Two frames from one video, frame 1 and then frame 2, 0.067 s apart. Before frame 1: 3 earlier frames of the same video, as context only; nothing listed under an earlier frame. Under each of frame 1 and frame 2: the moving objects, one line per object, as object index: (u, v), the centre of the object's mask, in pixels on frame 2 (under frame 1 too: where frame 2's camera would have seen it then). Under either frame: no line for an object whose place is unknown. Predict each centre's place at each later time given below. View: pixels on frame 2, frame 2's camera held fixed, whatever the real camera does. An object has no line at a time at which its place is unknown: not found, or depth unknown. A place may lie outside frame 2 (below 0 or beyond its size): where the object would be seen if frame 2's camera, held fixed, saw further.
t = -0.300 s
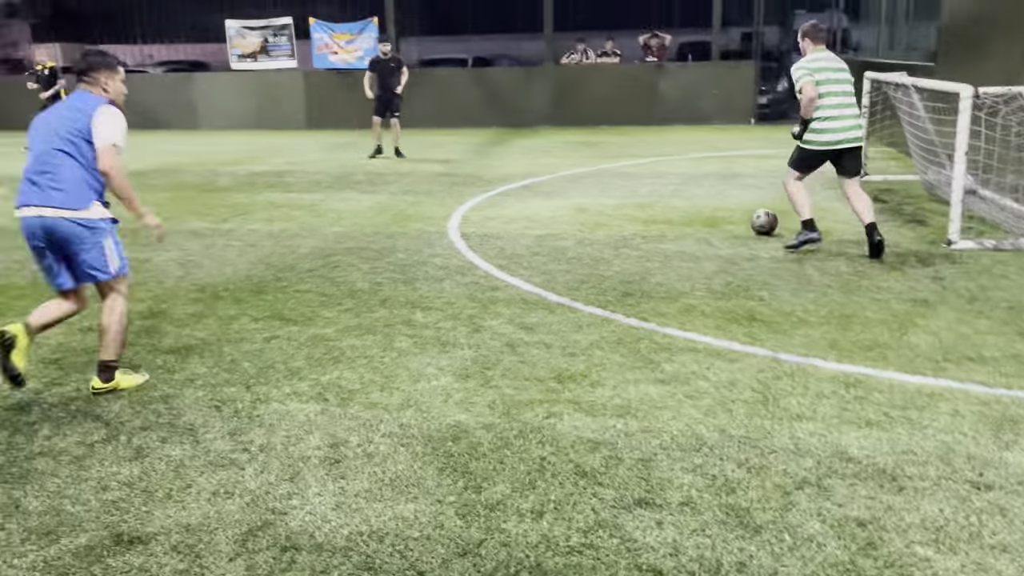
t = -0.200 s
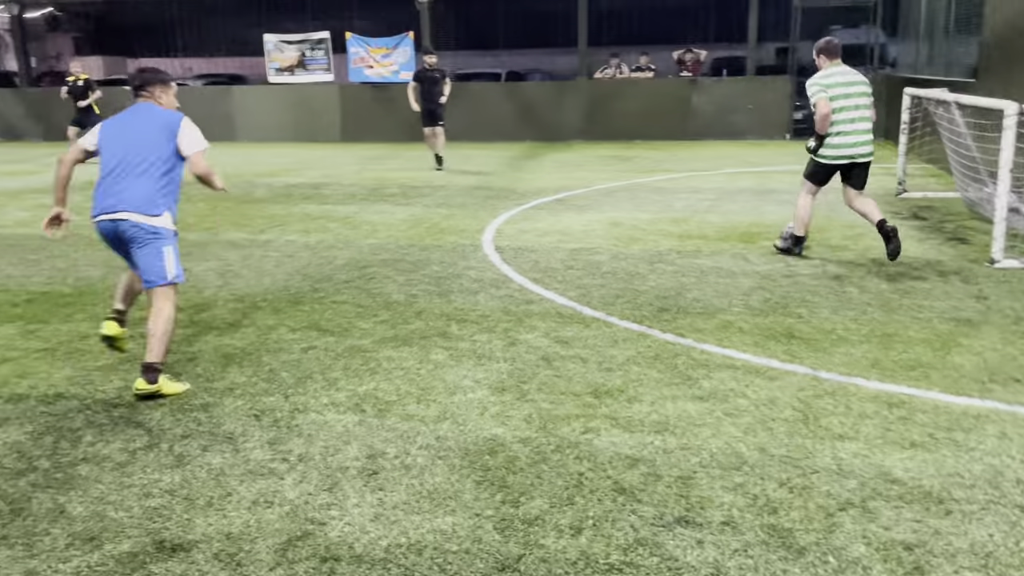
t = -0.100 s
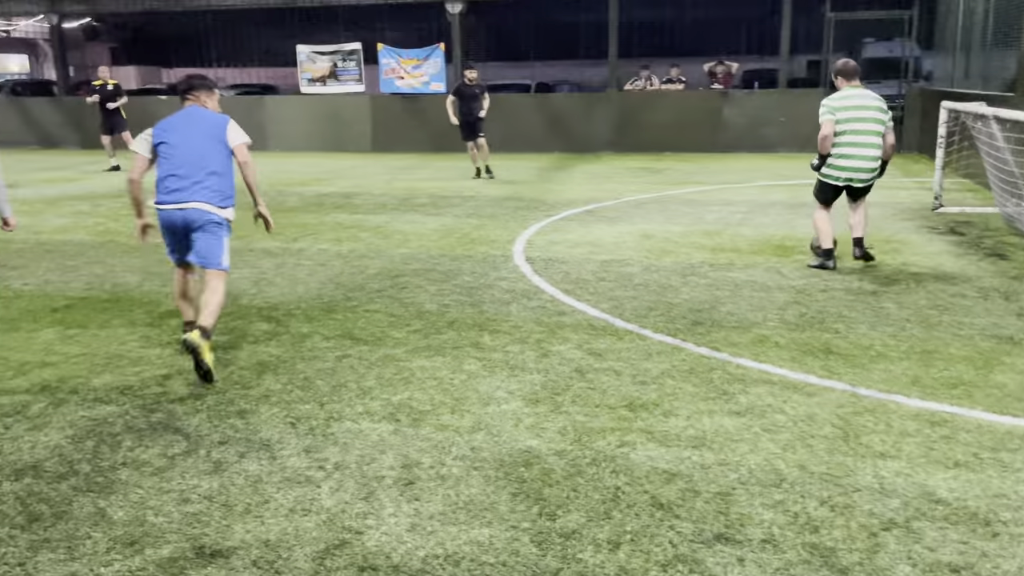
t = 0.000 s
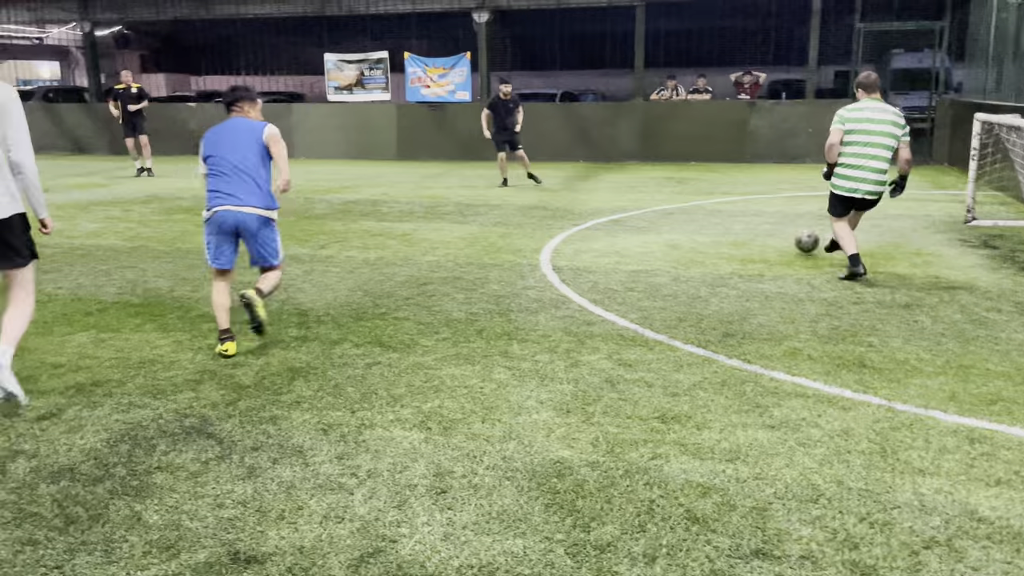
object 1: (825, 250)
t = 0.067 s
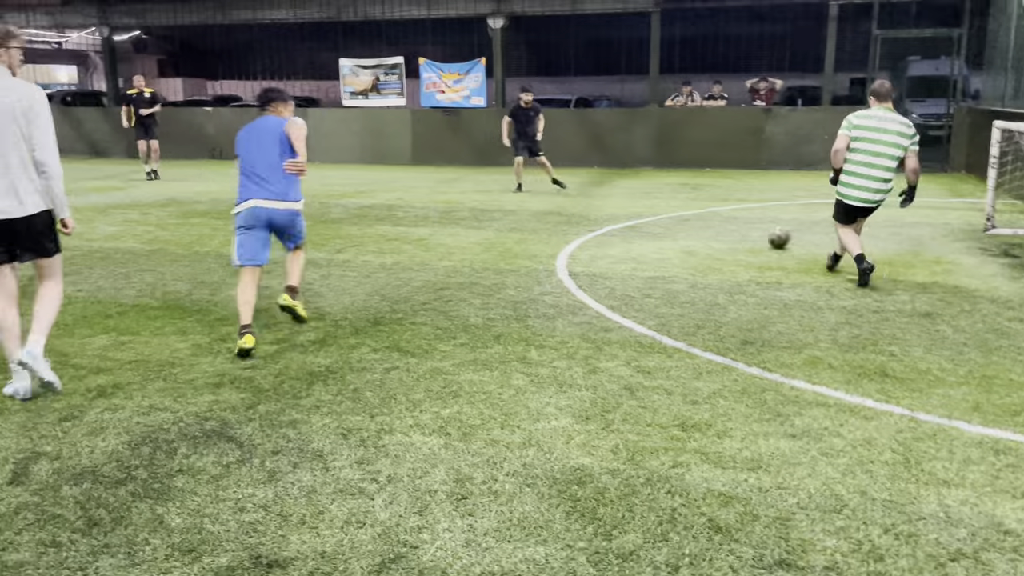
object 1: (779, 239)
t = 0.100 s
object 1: (760, 234)
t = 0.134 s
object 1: (744, 227)
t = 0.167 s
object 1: (728, 223)
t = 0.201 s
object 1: (714, 218)
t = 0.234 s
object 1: (700, 215)
